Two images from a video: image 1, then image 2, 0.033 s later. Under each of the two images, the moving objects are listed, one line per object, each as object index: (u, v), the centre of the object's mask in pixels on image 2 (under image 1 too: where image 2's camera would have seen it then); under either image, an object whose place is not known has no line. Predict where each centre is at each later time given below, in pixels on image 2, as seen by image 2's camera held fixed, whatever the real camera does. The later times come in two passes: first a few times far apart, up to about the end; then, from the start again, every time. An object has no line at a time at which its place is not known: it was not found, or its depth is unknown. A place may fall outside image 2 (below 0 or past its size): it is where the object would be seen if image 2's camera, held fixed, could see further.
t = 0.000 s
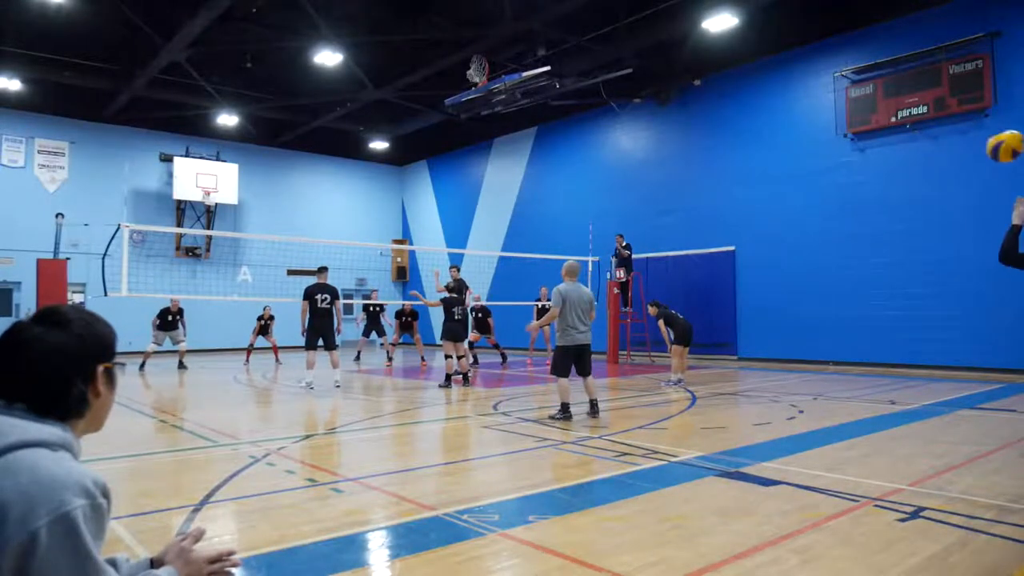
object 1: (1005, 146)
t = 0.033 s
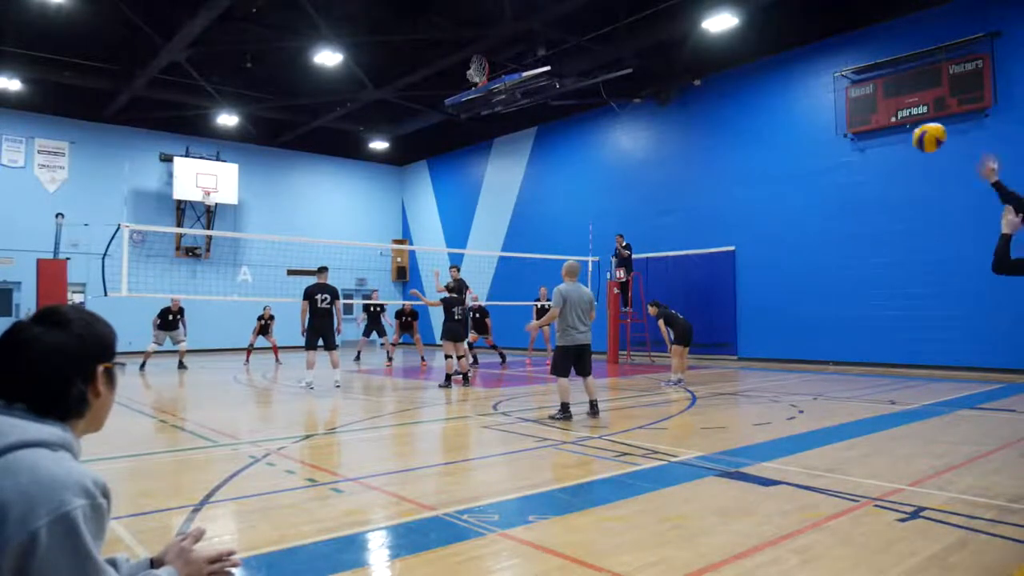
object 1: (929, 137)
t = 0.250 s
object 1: (646, 121)
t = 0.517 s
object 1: (492, 149)
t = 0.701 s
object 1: (433, 182)
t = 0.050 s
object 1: (896, 133)
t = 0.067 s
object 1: (865, 130)
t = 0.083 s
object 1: (838, 127)
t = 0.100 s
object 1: (812, 125)
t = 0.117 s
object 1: (788, 123)
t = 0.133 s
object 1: (766, 122)
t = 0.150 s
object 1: (745, 120)
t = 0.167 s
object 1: (726, 119)
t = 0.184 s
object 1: (708, 119)
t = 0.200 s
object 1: (691, 119)
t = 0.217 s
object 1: (675, 119)
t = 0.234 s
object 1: (660, 119)
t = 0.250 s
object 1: (646, 121)
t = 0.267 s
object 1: (632, 121)
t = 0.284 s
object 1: (619, 122)
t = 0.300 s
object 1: (607, 123)
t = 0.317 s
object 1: (596, 125)
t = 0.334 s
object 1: (585, 126)
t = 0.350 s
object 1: (574, 127)
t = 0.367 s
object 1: (564, 128)
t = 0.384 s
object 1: (555, 130)
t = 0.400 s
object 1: (546, 132)
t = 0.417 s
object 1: (537, 133)
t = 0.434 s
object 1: (529, 136)
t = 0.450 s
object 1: (521, 139)
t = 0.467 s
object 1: (514, 141)
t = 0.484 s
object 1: (505, 144)
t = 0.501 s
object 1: (499, 146)
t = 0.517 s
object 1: (492, 149)
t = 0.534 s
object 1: (486, 152)
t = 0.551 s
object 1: (479, 155)
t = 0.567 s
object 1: (474, 158)
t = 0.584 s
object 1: (468, 161)
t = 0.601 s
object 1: (463, 163)
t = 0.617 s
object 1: (457, 166)
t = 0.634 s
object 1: (452, 169)
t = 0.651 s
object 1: (447, 173)
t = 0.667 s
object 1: (442, 175)
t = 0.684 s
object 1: (438, 179)
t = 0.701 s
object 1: (433, 182)
